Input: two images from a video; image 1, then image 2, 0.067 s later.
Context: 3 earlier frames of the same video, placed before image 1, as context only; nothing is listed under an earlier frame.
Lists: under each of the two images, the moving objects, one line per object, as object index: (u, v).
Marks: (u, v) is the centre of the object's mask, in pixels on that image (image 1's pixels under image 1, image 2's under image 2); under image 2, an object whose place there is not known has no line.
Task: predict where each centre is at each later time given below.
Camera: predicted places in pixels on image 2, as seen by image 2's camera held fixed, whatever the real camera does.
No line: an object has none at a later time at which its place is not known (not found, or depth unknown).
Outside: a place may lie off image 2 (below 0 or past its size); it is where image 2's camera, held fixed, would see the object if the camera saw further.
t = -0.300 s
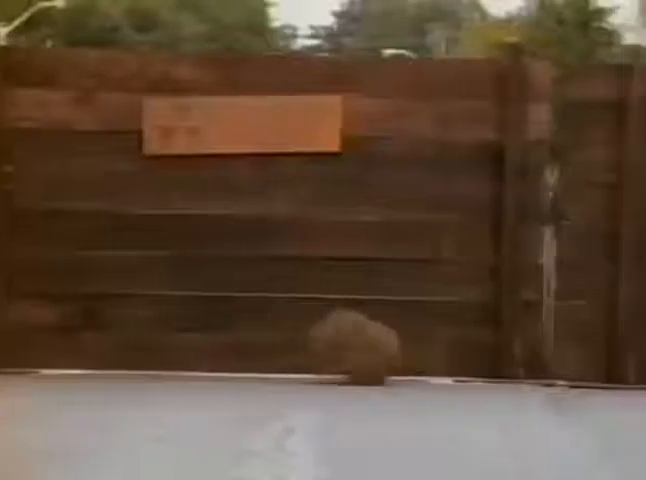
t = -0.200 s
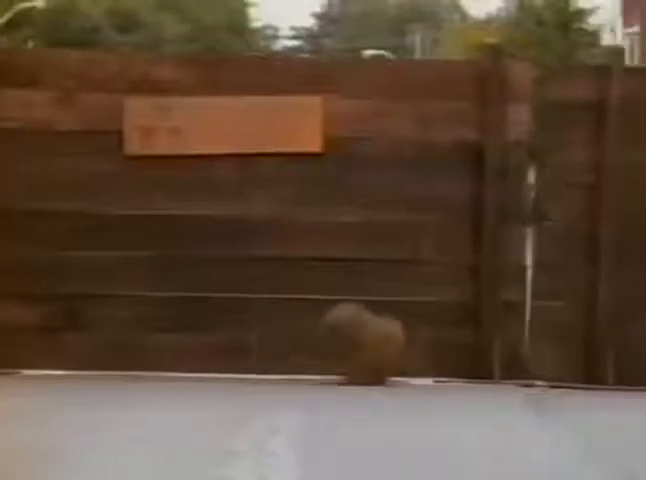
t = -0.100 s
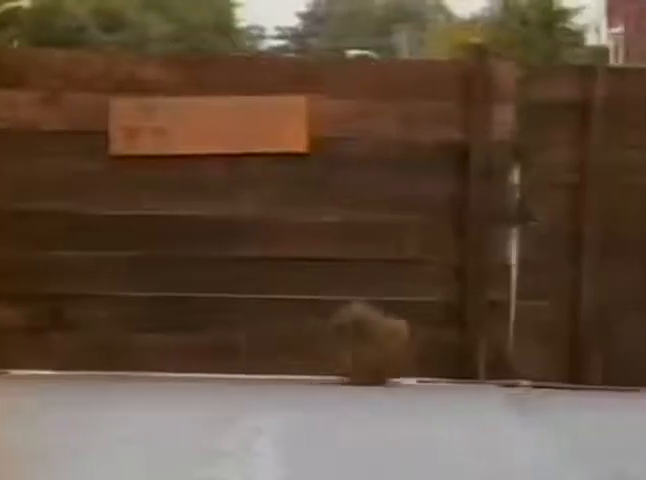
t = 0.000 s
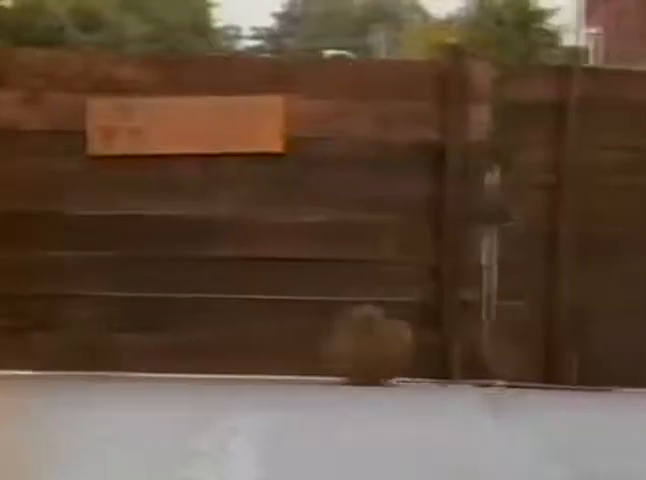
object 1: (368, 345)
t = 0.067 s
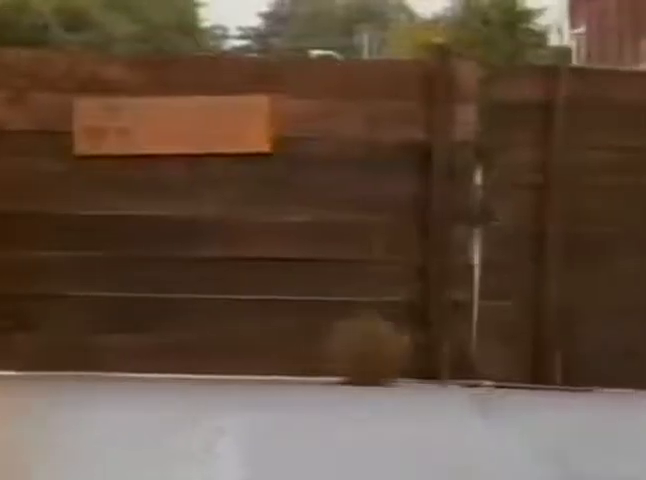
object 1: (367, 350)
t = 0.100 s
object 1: (375, 350)
